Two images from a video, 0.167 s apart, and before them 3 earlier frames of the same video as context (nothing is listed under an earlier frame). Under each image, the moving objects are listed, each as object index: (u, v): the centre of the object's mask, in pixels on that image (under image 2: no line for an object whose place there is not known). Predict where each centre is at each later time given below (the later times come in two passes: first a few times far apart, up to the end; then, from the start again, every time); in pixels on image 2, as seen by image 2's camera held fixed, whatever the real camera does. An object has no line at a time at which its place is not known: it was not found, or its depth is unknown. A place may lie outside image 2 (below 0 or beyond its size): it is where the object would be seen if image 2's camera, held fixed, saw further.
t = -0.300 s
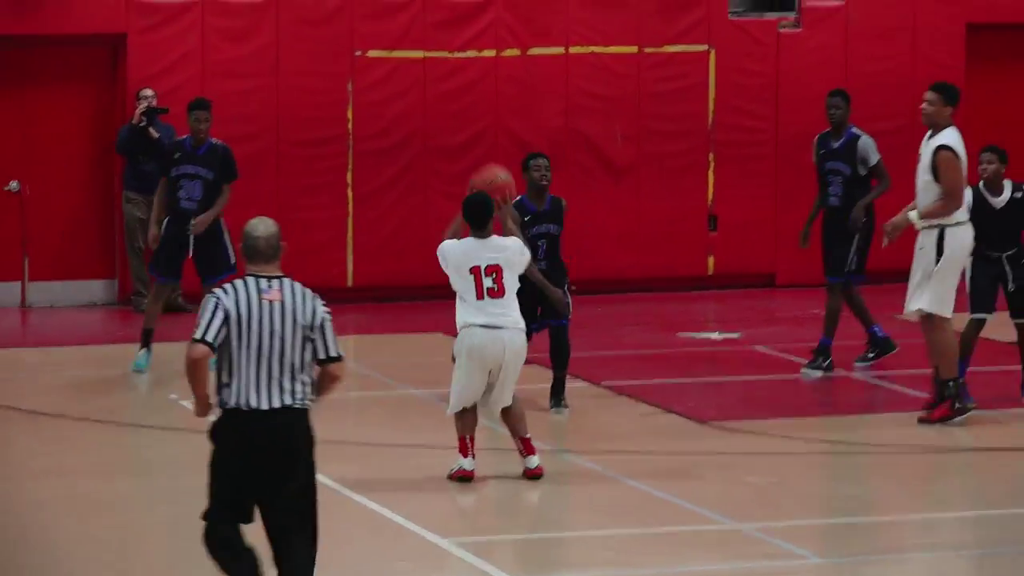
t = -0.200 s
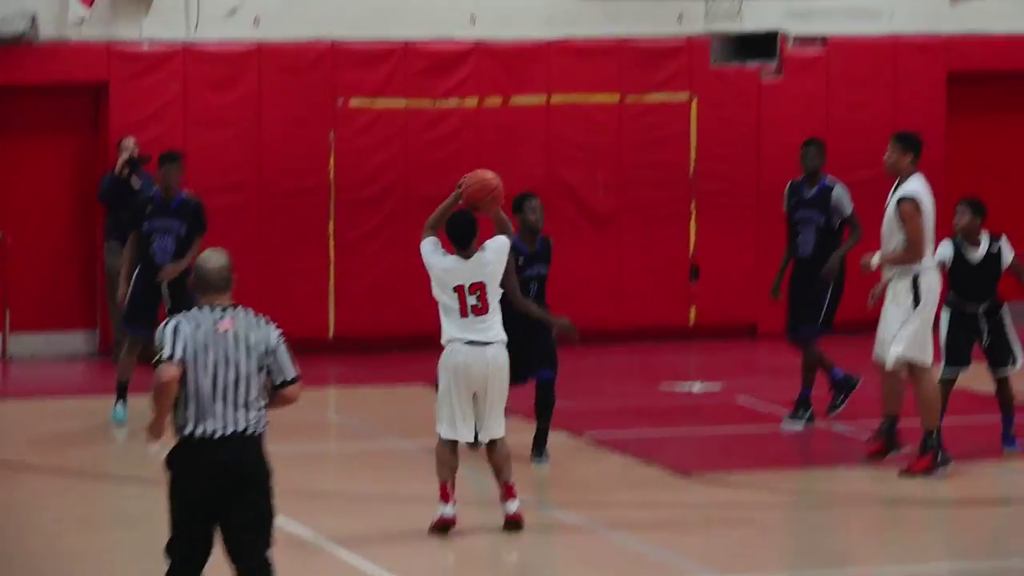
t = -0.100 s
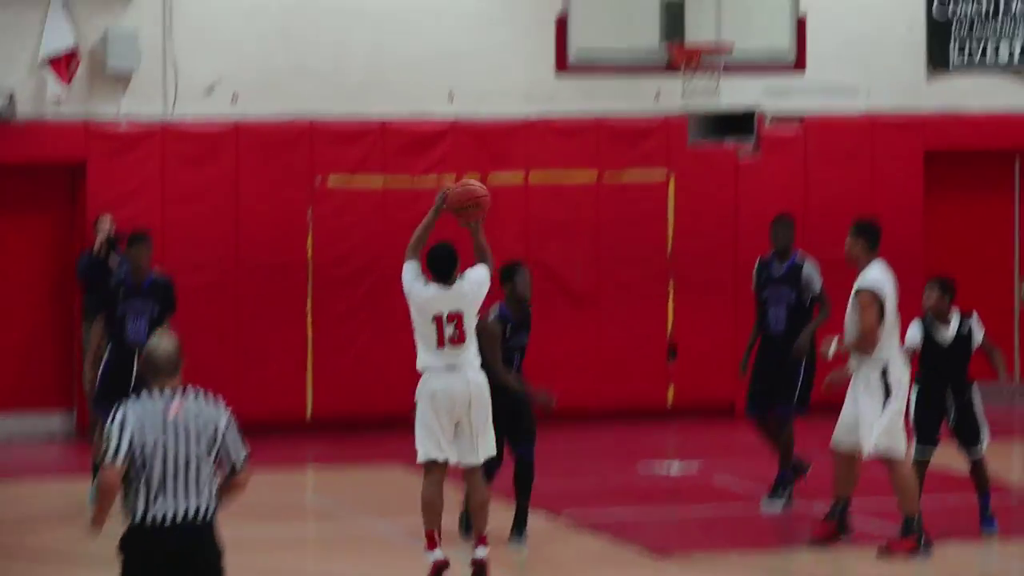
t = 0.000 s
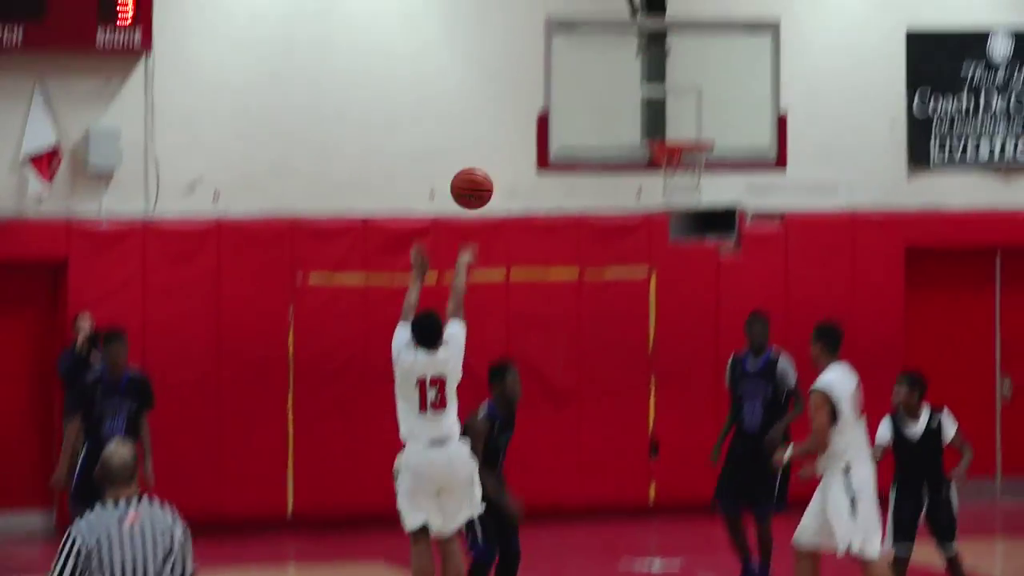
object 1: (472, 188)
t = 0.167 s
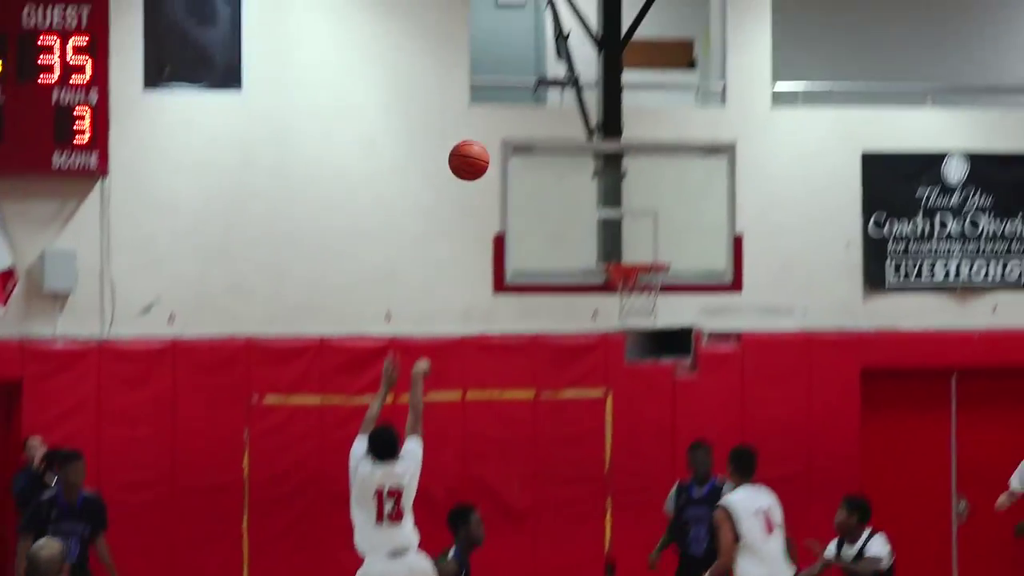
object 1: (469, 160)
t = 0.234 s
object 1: (485, 118)
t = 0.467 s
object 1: (534, 36)
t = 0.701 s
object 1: (580, 45)
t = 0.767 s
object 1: (594, 64)
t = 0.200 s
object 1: (477, 138)
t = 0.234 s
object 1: (485, 118)
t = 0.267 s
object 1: (492, 101)
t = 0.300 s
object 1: (498, 84)
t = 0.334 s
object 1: (506, 71)
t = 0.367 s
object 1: (512, 58)
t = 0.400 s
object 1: (519, 48)
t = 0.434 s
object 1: (527, 41)
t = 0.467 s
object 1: (534, 36)
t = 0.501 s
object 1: (542, 33)
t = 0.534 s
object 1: (549, 31)
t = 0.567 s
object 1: (555, 31)
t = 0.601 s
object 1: (561, 32)
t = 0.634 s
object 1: (568, 35)
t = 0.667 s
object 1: (574, 40)
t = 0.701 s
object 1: (580, 45)
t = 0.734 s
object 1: (587, 54)
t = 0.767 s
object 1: (594, 64)
